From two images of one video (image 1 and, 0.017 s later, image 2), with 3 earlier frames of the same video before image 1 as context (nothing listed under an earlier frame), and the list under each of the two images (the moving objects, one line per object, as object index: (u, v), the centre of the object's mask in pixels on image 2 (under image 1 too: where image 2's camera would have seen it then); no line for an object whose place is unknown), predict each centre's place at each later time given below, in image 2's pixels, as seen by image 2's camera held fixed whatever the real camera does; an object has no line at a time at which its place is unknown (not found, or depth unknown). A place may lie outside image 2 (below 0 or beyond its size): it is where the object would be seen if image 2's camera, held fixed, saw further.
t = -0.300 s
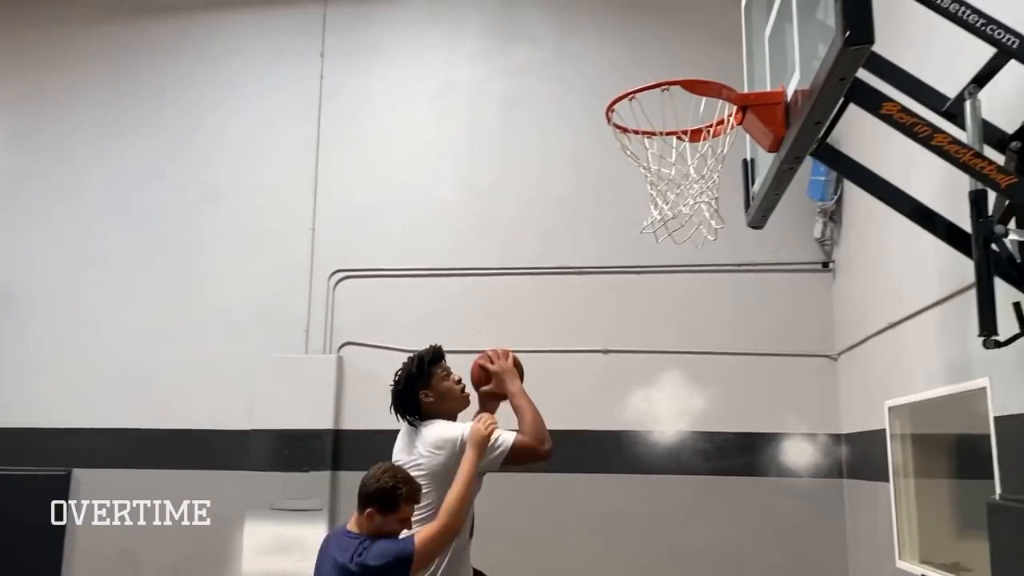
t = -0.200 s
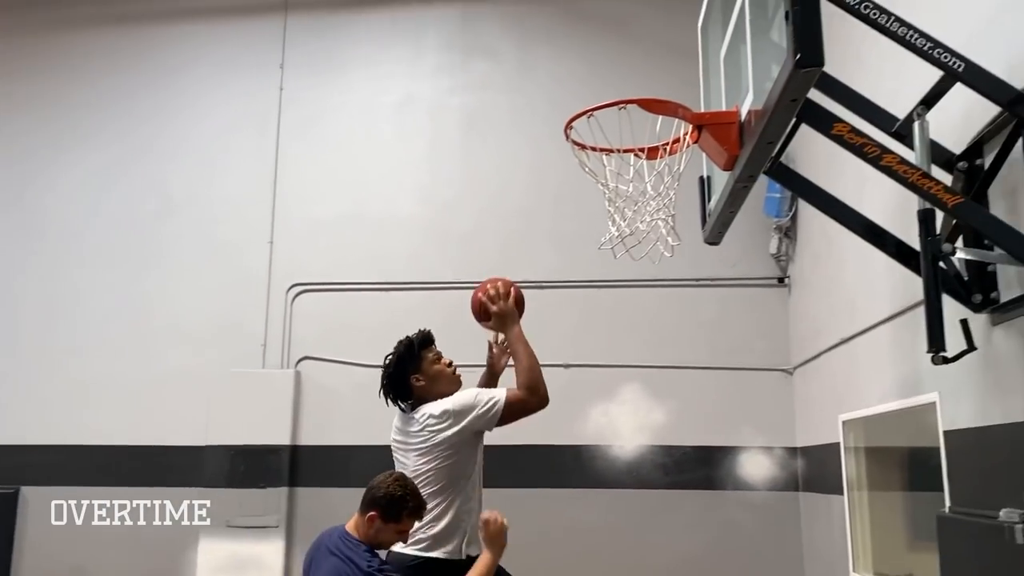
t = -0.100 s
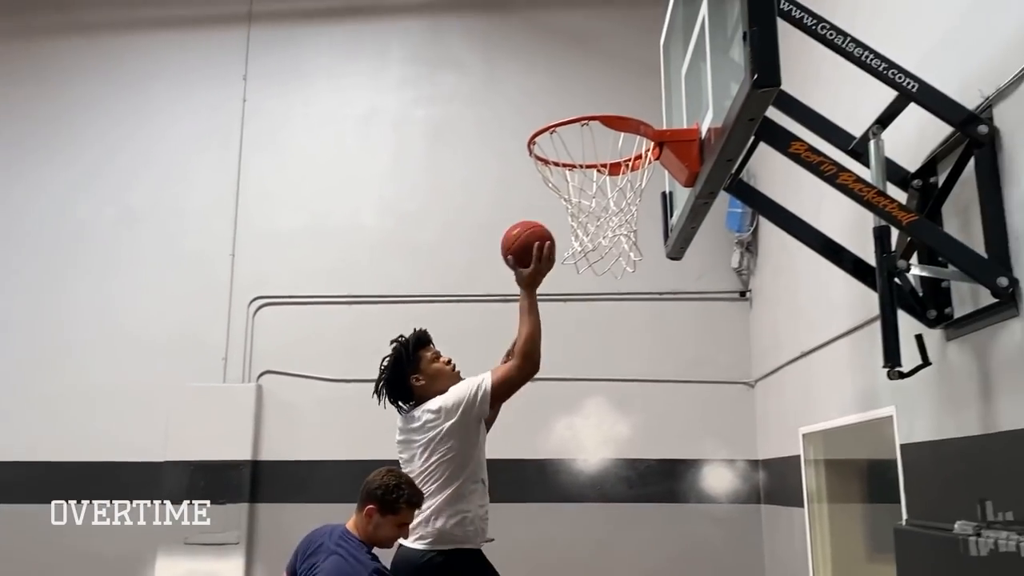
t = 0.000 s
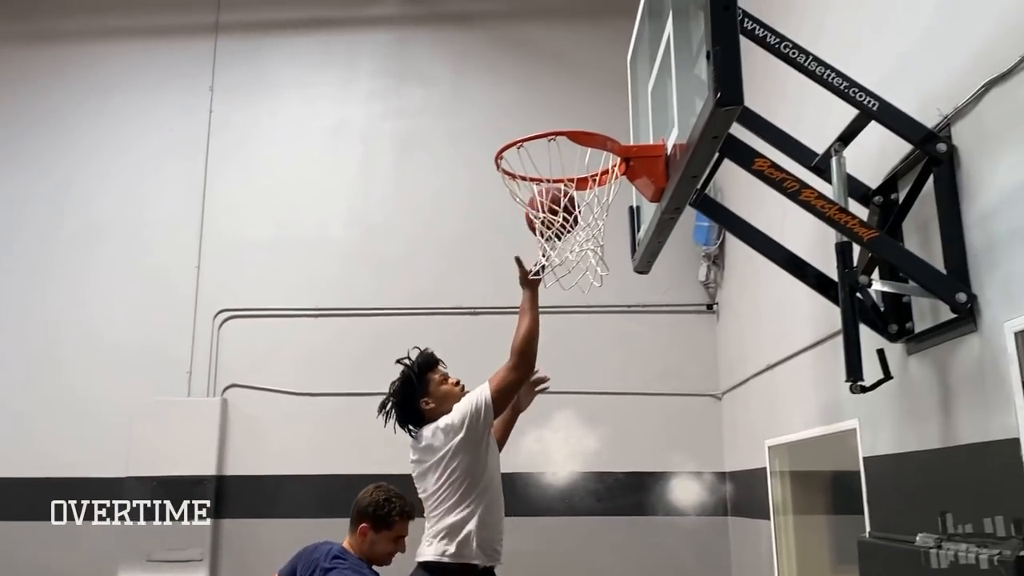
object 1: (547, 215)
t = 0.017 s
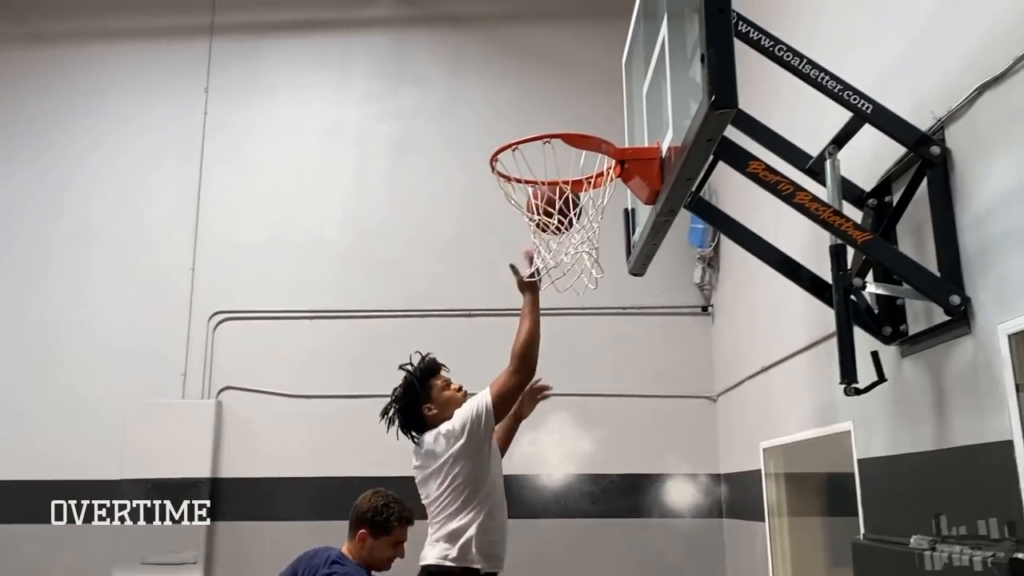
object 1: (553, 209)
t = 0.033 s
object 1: (559, 200)
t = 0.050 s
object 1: (563, 192)
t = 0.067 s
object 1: (570, 179)
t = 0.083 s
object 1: (577, 174)
